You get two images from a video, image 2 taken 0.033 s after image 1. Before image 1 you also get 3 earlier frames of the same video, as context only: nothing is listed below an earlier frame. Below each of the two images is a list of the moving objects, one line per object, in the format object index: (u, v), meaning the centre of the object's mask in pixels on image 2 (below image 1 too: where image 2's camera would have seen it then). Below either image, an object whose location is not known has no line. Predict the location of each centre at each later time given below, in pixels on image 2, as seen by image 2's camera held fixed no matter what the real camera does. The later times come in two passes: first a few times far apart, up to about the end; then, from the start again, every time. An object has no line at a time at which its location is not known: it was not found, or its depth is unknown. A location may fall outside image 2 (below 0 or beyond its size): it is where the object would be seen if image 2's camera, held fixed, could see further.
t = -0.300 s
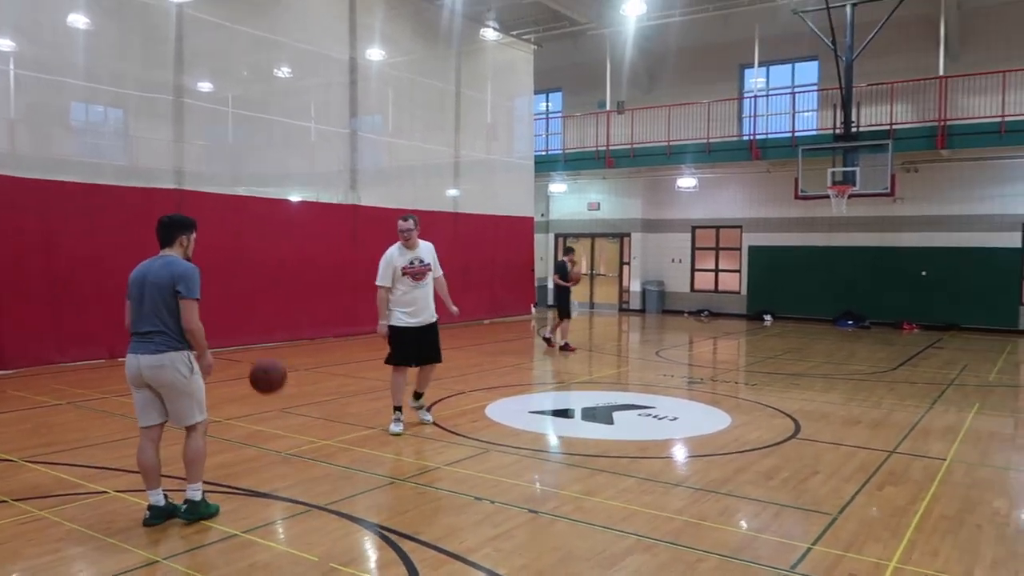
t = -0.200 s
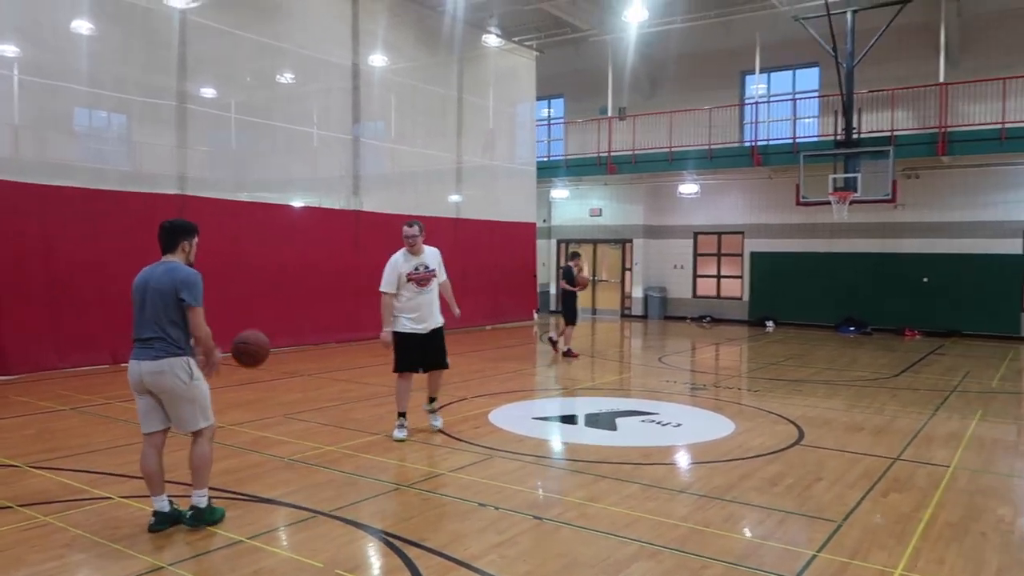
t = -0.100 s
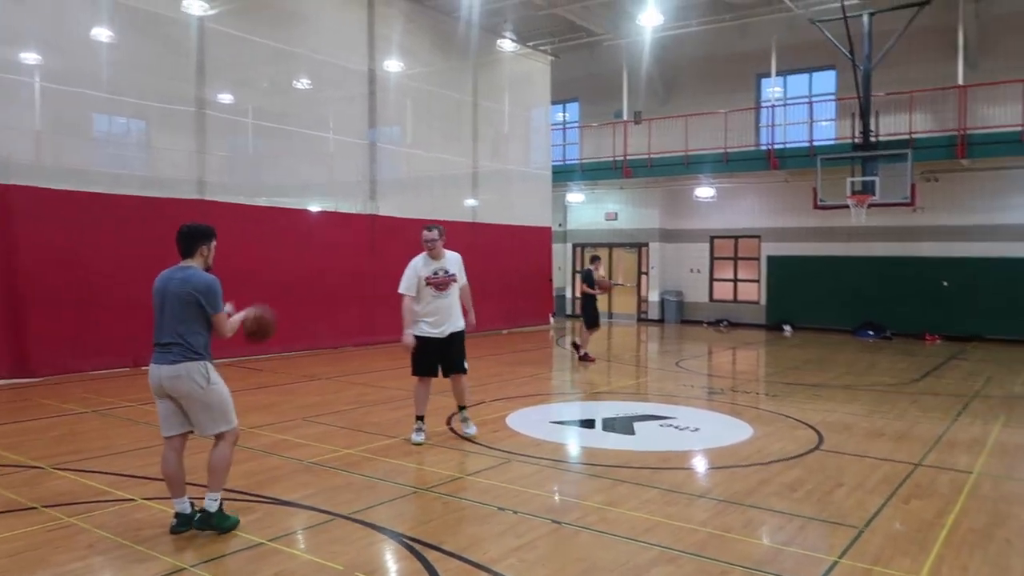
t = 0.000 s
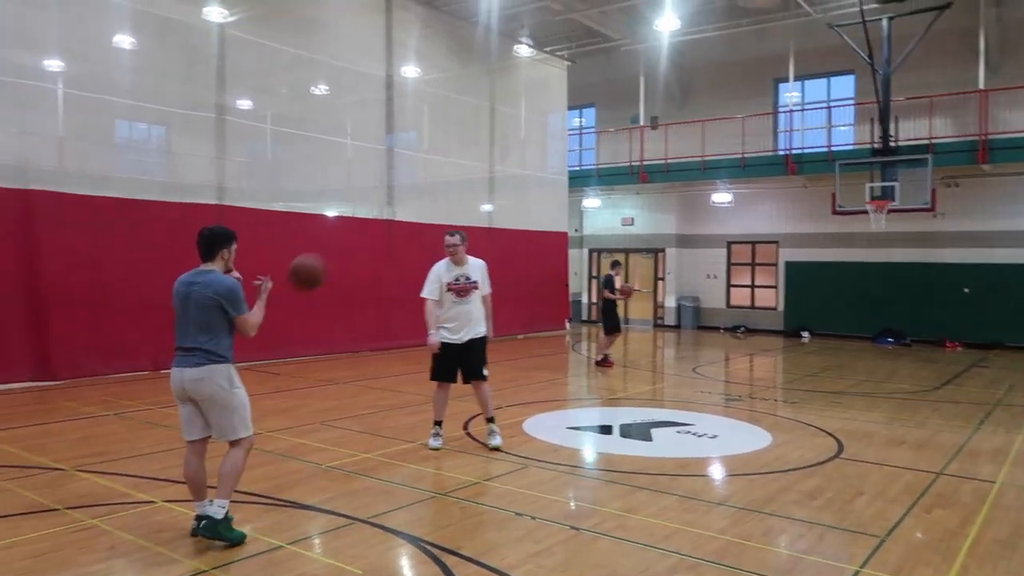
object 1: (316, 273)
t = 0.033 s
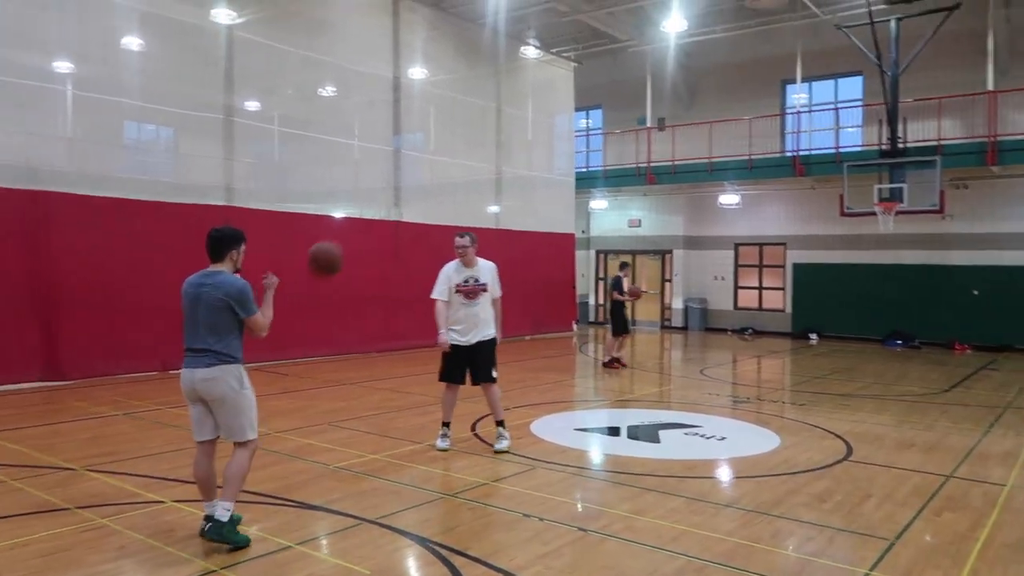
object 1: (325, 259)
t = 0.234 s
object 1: (383, 208)
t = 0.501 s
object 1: (452, 227)
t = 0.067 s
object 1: (335, 246)
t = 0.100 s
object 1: (345, 235)
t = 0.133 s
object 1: (354, 226)
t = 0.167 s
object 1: (364, 218)
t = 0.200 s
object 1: (373, 212)
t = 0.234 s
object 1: (383, 208)
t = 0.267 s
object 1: (392, 205)
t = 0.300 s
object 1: (401, 204)
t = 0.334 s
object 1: (410, 204)
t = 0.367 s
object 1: (419, 206)
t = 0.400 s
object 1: (427, 209)
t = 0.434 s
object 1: (435, 214)
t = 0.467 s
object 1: (443, 219)
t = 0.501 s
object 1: (452, 227)
